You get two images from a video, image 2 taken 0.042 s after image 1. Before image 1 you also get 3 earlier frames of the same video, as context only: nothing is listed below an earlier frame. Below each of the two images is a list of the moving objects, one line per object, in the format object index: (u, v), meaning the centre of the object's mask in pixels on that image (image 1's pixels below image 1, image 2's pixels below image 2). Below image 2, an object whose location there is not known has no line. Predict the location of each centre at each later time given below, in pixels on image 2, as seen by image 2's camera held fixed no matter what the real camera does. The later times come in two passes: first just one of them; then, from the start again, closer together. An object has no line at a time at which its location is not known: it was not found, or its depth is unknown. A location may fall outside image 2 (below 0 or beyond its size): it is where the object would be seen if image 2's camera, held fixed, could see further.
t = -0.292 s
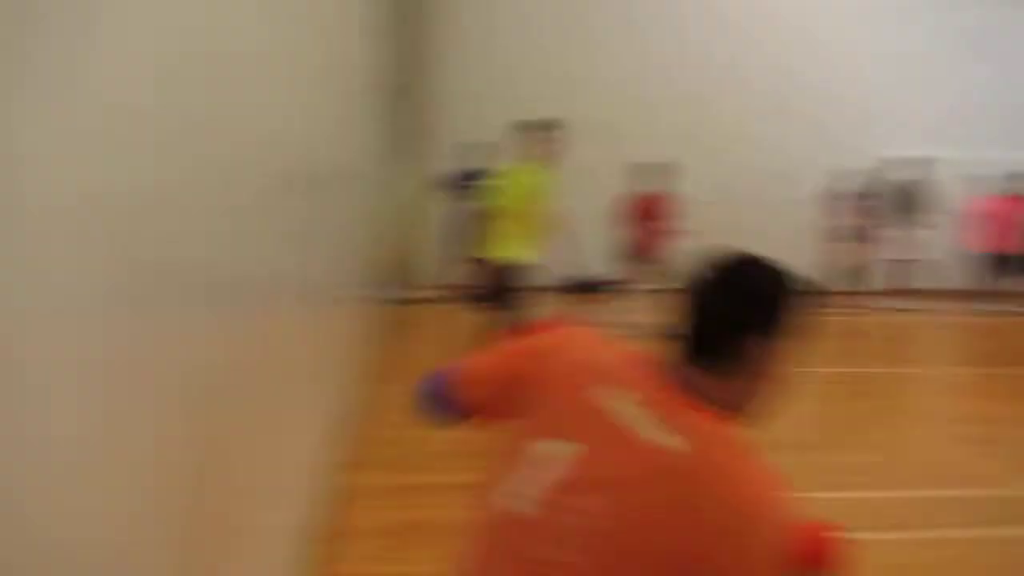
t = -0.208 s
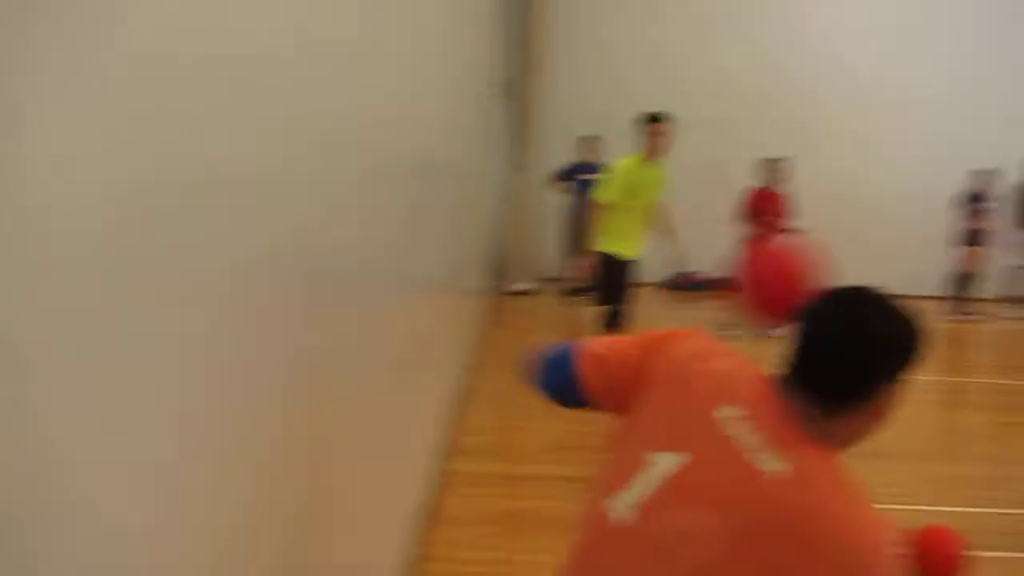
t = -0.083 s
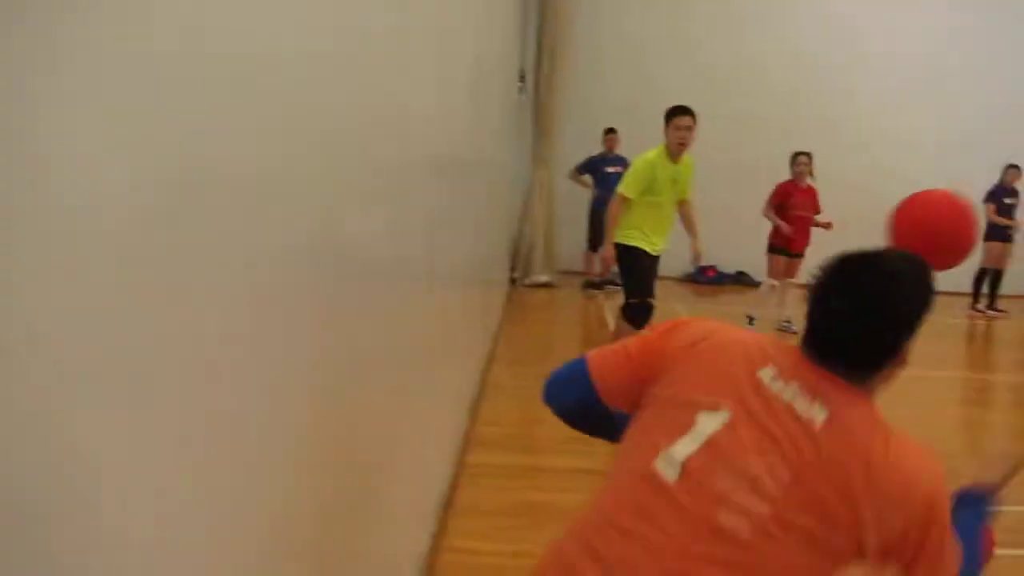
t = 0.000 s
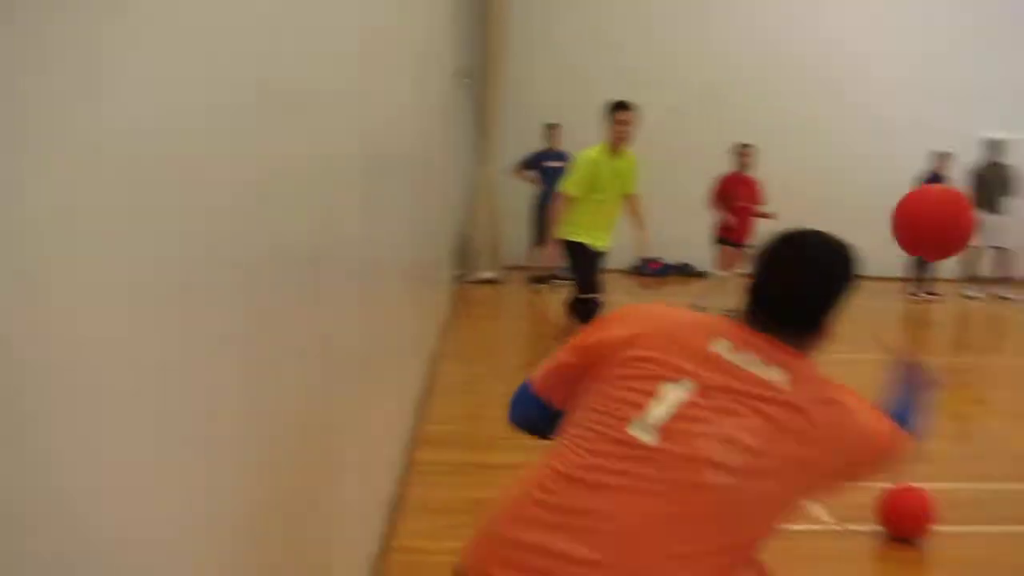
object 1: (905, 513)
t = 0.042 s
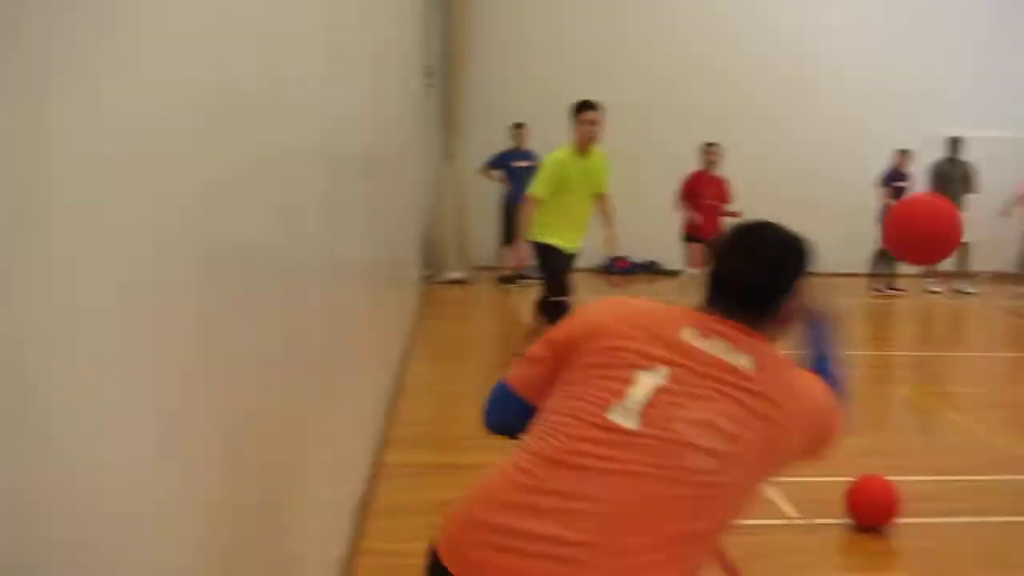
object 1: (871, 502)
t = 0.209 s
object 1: (883, 490)
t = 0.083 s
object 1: (875, 499)
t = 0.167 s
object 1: (880, 492)
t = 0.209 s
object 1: (883, 490)
